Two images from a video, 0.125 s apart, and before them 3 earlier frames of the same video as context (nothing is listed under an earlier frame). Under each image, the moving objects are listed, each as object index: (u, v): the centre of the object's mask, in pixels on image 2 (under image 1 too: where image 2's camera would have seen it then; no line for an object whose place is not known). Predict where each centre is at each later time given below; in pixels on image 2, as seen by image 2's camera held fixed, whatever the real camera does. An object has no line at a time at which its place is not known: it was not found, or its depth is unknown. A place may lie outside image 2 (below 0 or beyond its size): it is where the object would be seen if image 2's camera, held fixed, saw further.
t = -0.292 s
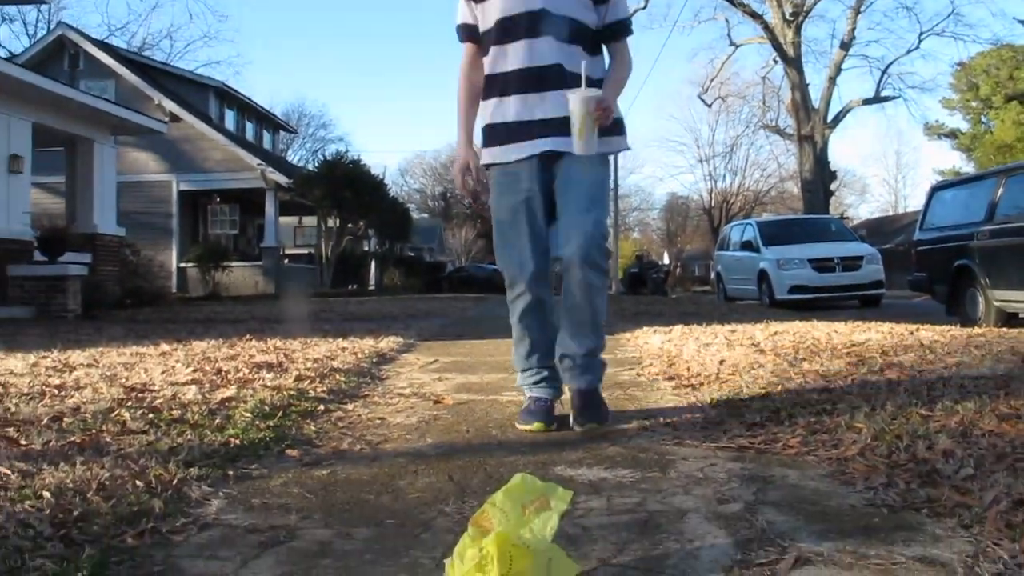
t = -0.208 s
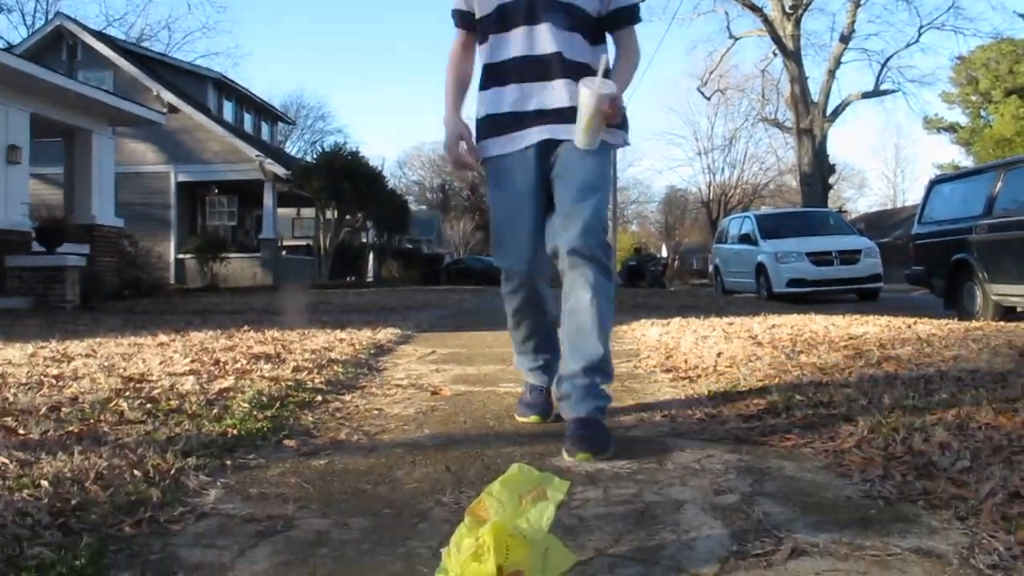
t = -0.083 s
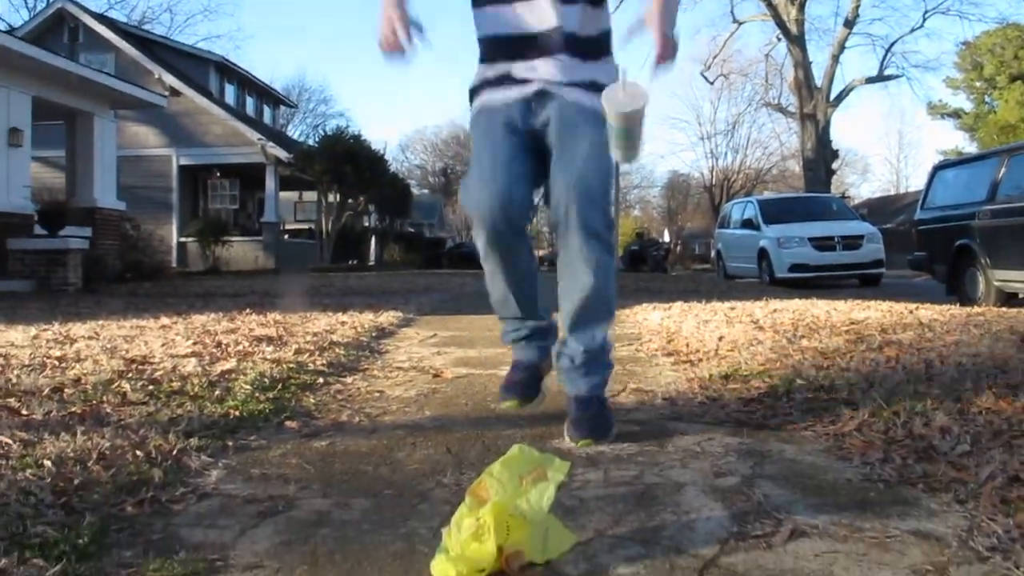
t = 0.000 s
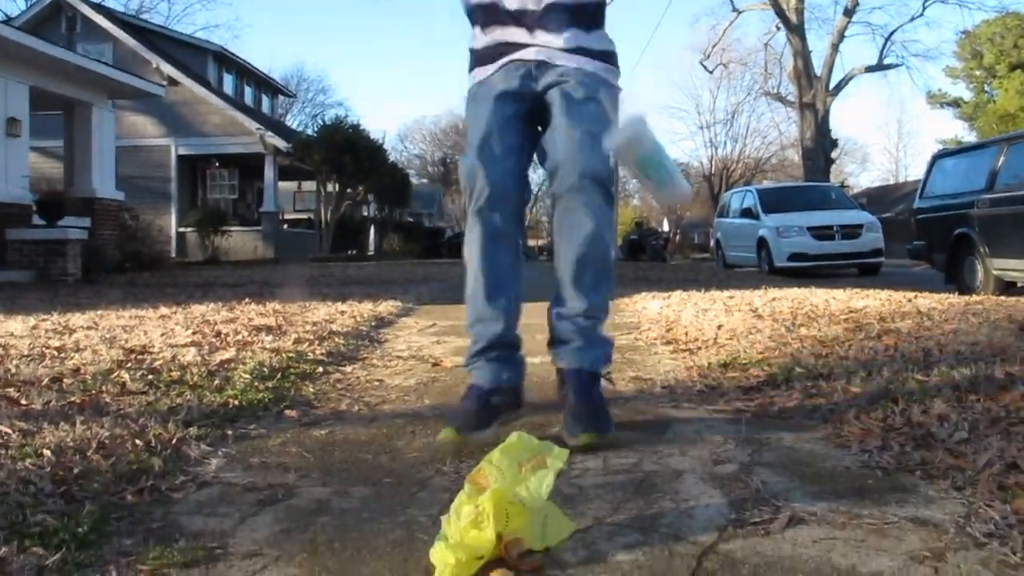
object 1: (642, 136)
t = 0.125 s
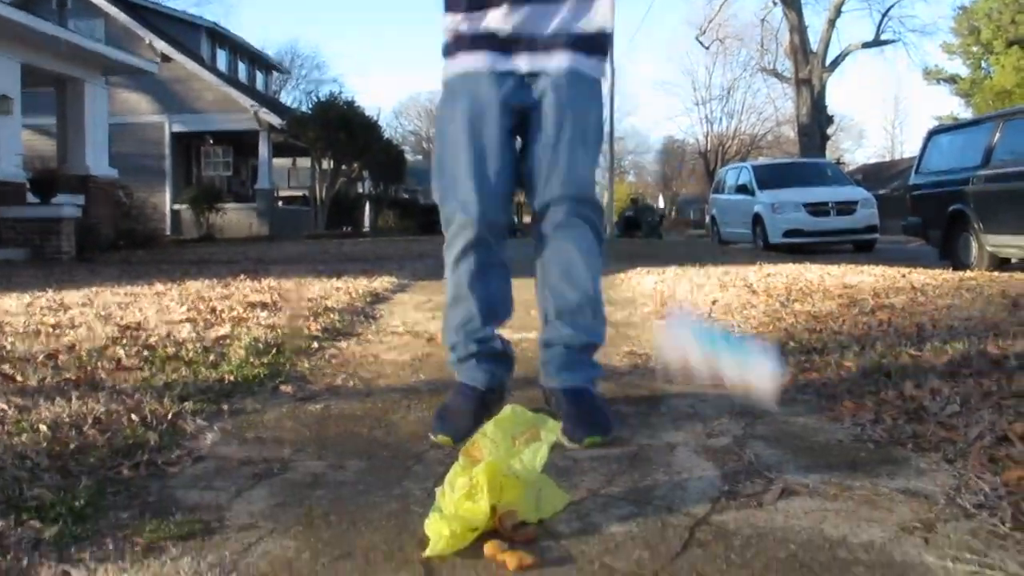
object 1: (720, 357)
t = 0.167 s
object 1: (741, 474)
